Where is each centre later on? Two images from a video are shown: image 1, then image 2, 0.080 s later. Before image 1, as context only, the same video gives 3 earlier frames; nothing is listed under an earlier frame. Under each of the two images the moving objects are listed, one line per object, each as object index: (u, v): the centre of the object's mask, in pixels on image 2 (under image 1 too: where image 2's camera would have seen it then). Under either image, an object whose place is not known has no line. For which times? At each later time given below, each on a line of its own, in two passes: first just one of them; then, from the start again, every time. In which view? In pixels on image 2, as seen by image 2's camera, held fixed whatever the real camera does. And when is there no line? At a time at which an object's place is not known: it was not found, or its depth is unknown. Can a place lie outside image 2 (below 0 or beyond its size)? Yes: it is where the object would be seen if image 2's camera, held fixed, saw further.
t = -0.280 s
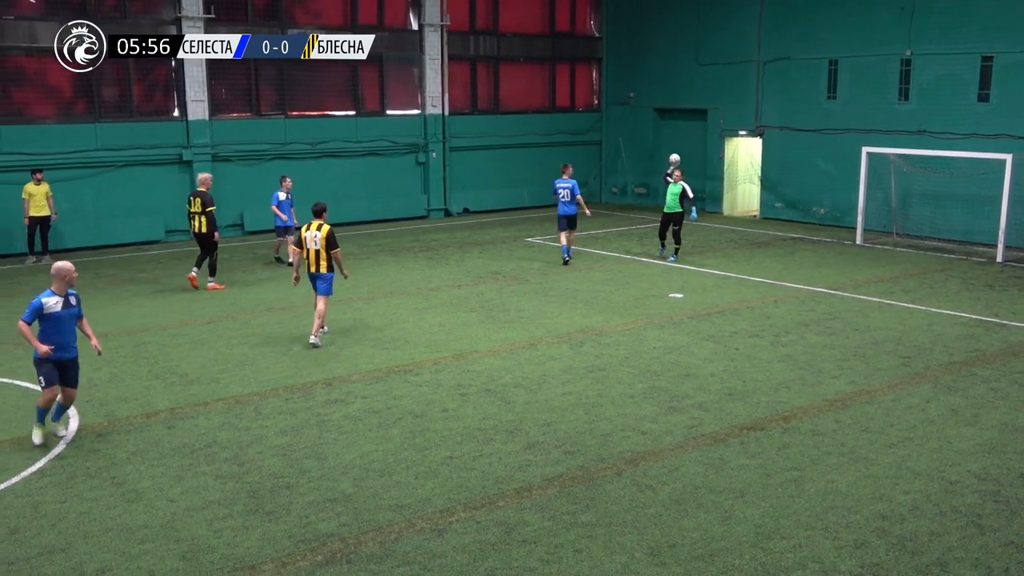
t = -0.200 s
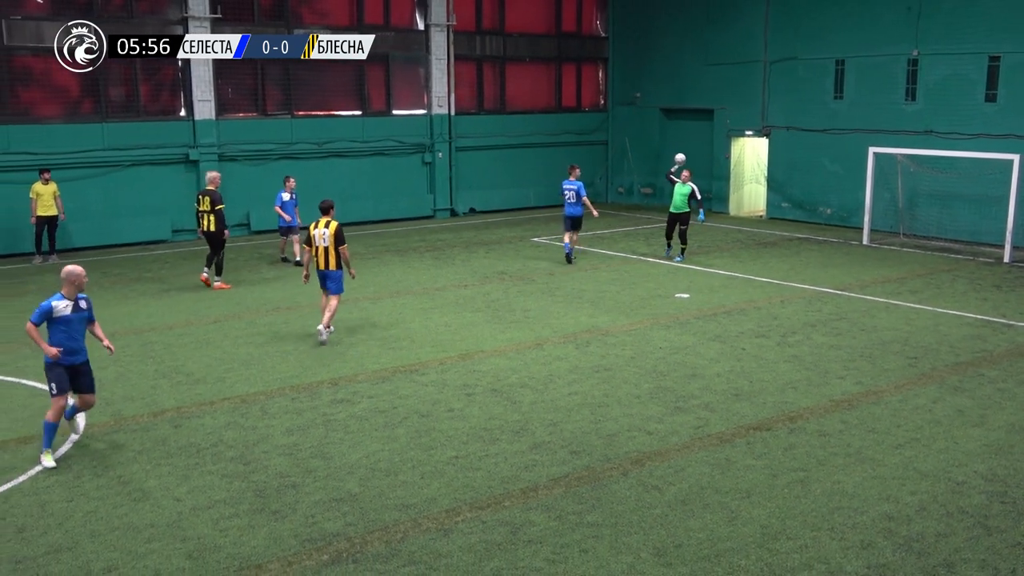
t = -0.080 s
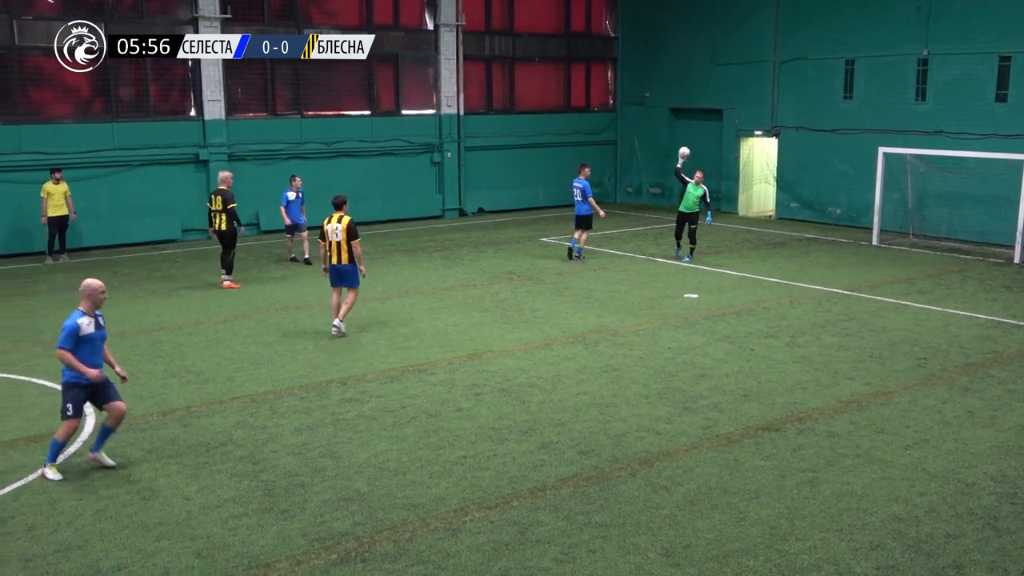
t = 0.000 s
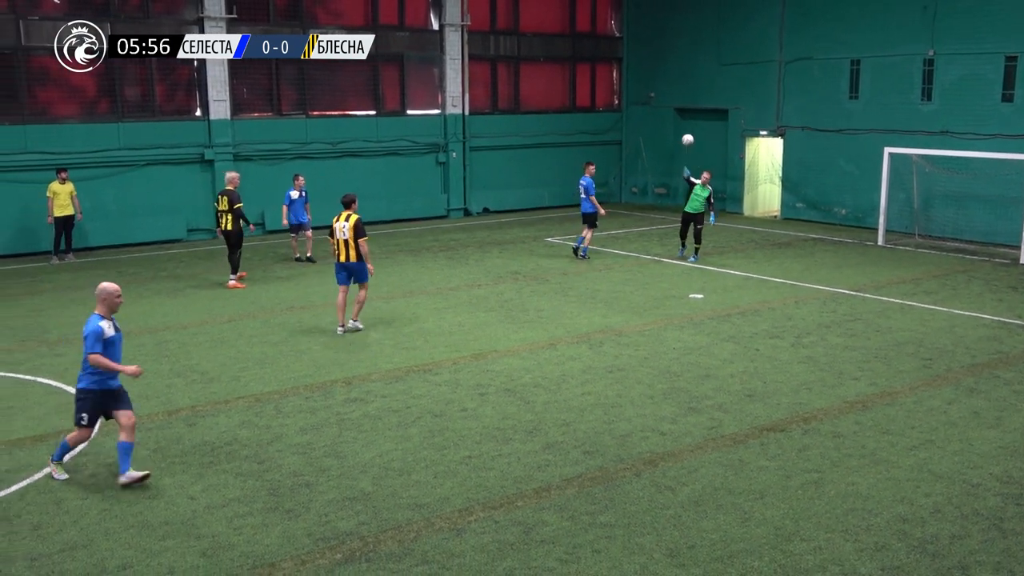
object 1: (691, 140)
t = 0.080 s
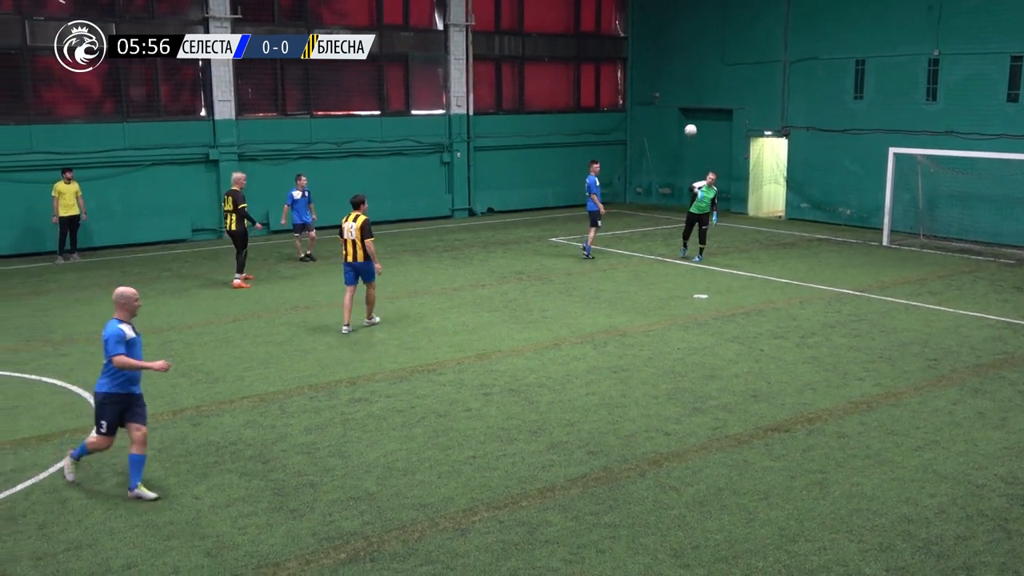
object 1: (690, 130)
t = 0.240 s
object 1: (689, 119)
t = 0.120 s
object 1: (689, 126)
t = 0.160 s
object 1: (690, 123)
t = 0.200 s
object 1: (689, 121)
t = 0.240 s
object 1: (689, 119)
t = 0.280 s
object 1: (689, 119)
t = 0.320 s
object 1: (689, 120)
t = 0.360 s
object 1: (689, 122)
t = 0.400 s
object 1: (688, 127)
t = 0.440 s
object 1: (686, 136)
